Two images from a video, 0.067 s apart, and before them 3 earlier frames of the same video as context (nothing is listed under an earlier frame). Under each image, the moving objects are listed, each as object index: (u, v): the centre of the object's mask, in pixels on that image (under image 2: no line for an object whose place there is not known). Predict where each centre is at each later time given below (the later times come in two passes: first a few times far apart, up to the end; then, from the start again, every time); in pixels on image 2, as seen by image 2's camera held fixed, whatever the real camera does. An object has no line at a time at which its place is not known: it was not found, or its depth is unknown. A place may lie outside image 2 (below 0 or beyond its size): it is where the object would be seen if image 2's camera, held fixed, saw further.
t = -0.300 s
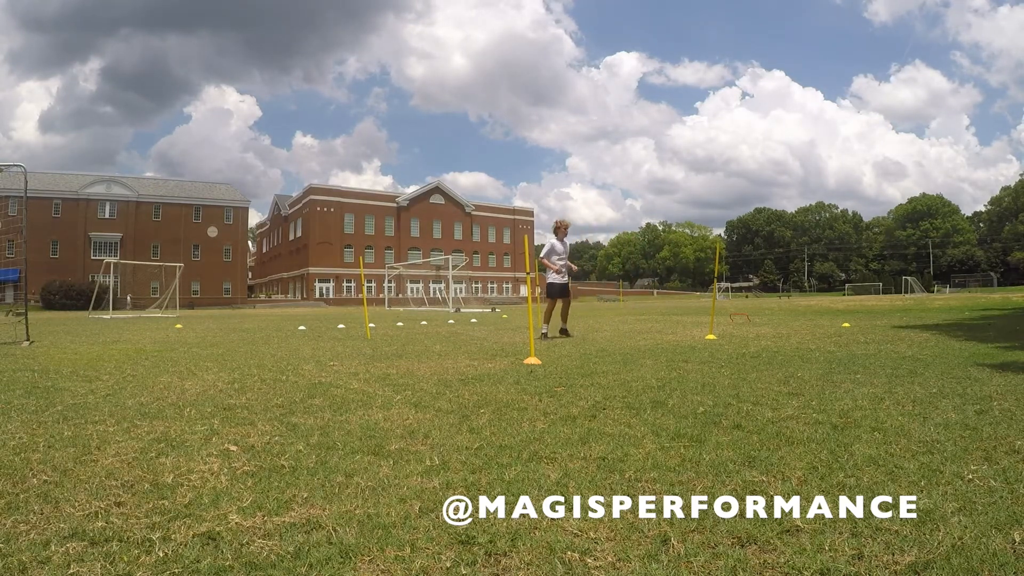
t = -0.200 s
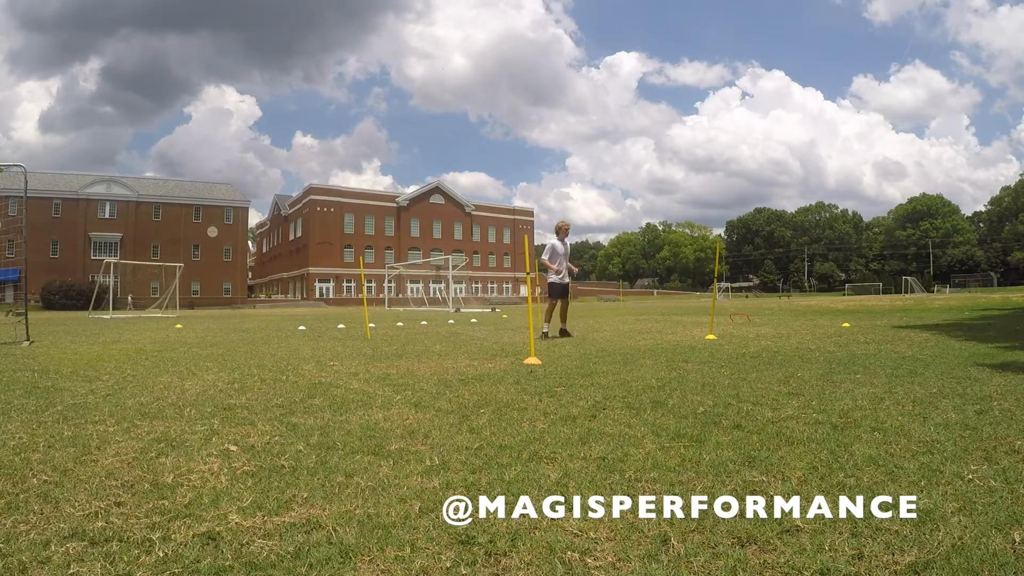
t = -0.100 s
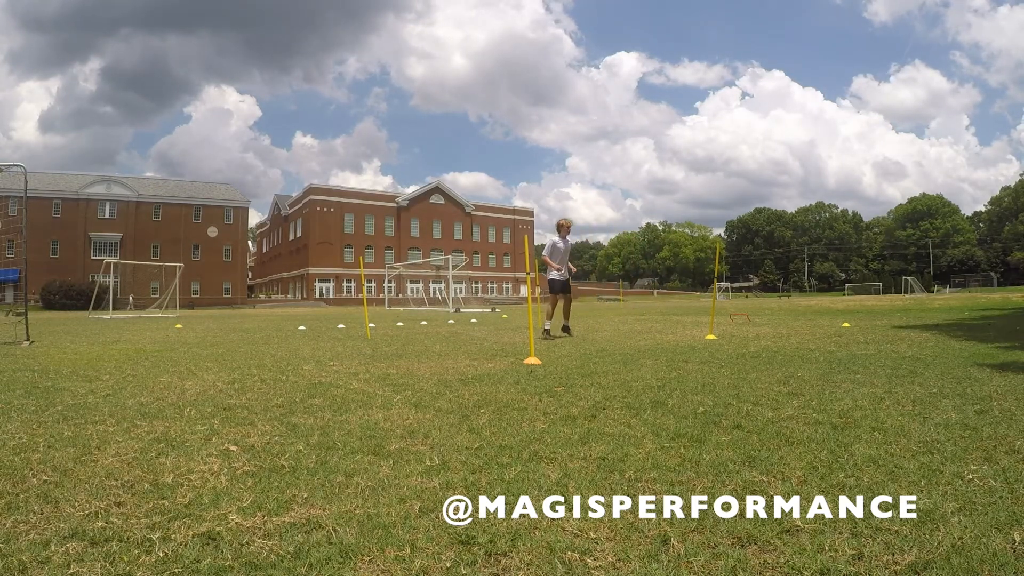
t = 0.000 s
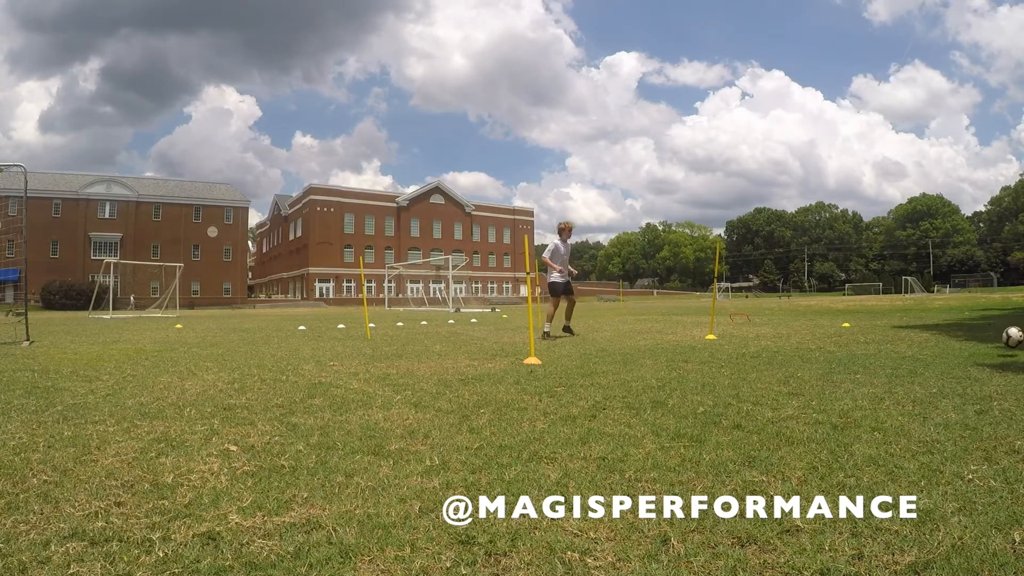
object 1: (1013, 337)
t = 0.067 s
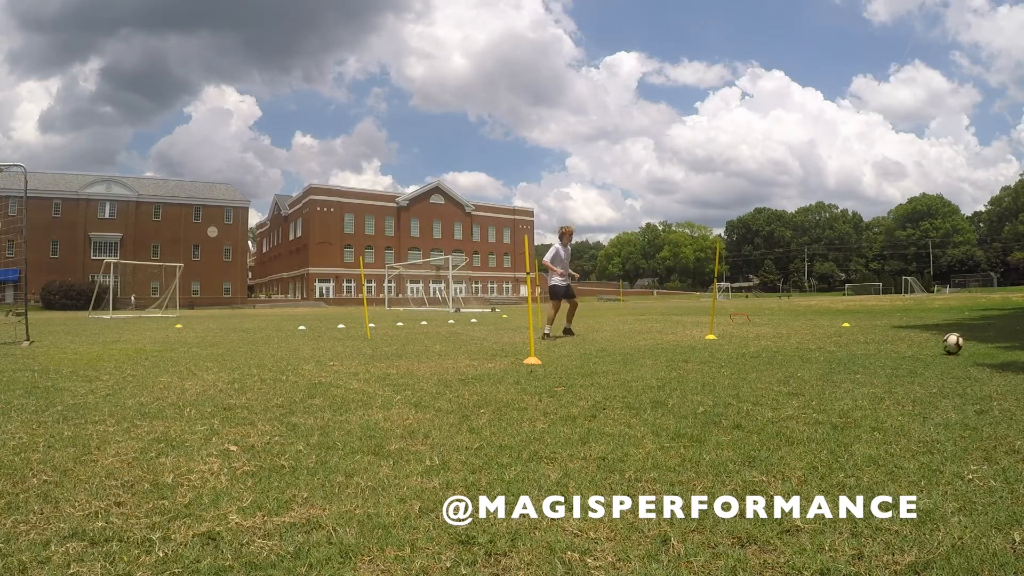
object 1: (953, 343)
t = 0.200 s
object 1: (861, 330)
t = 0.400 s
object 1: (747, 333)
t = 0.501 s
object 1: (700, 328)
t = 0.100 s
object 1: (926, 343)
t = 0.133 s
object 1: (903, 338)
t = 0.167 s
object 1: (882, 334)
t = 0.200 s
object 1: (861, 330)
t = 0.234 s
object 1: (840, 328)
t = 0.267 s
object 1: (820, 327)
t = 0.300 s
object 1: (801, 327)
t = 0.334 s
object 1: (783, 328)
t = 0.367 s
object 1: (764, 330)
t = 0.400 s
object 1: (747, 333)
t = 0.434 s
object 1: (731, 336)
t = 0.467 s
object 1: (715, 332)
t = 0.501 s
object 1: (700, 328)
